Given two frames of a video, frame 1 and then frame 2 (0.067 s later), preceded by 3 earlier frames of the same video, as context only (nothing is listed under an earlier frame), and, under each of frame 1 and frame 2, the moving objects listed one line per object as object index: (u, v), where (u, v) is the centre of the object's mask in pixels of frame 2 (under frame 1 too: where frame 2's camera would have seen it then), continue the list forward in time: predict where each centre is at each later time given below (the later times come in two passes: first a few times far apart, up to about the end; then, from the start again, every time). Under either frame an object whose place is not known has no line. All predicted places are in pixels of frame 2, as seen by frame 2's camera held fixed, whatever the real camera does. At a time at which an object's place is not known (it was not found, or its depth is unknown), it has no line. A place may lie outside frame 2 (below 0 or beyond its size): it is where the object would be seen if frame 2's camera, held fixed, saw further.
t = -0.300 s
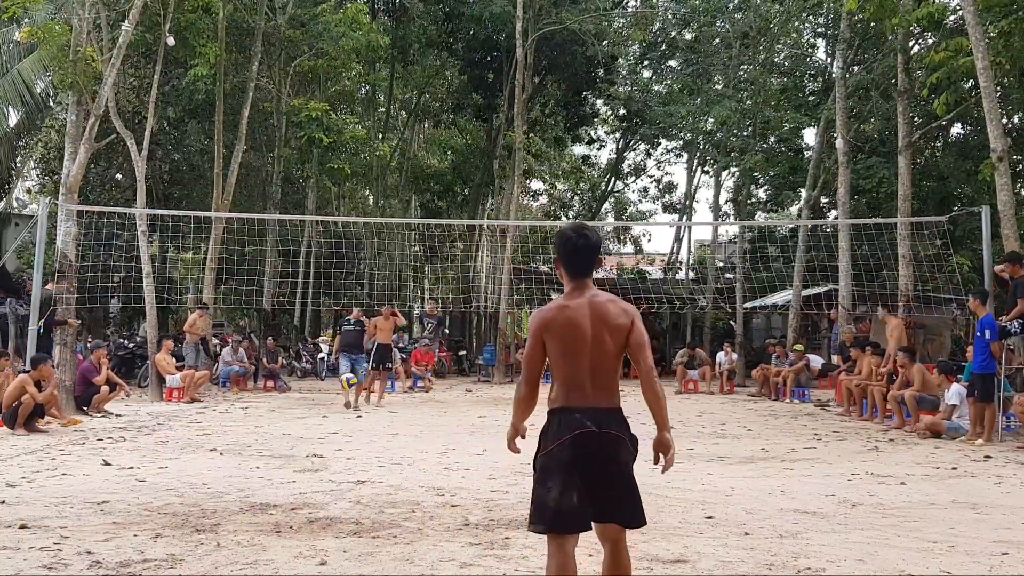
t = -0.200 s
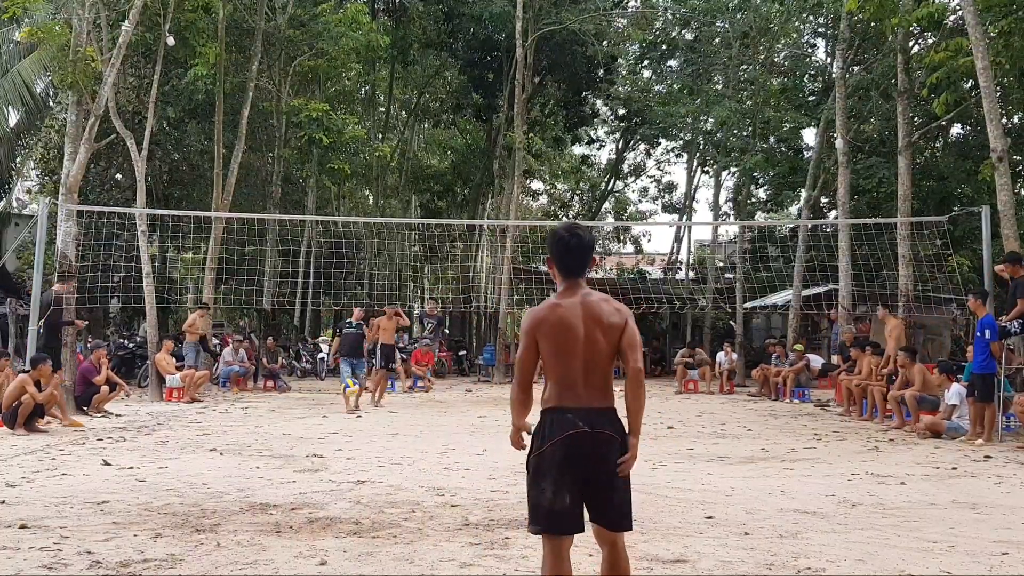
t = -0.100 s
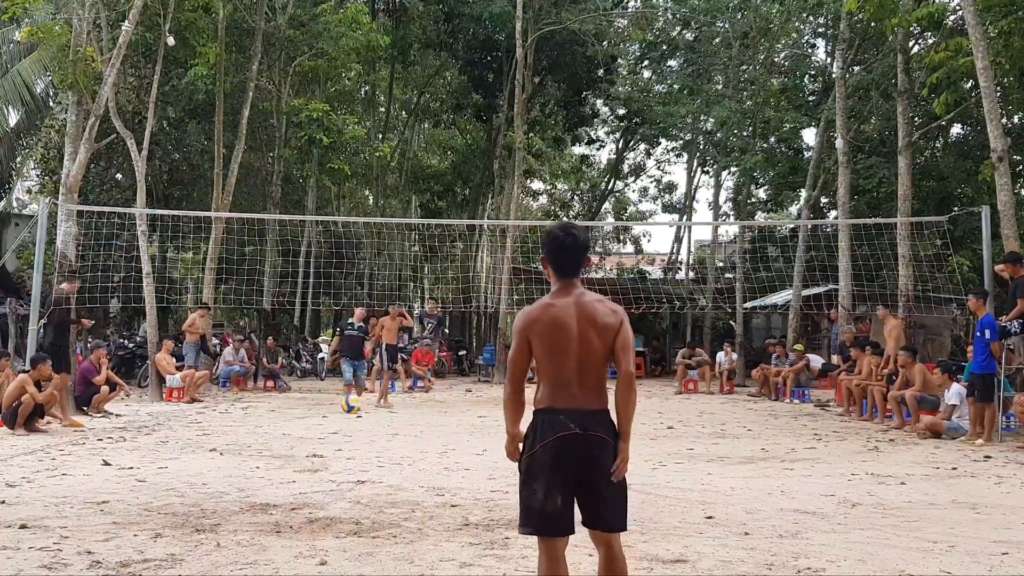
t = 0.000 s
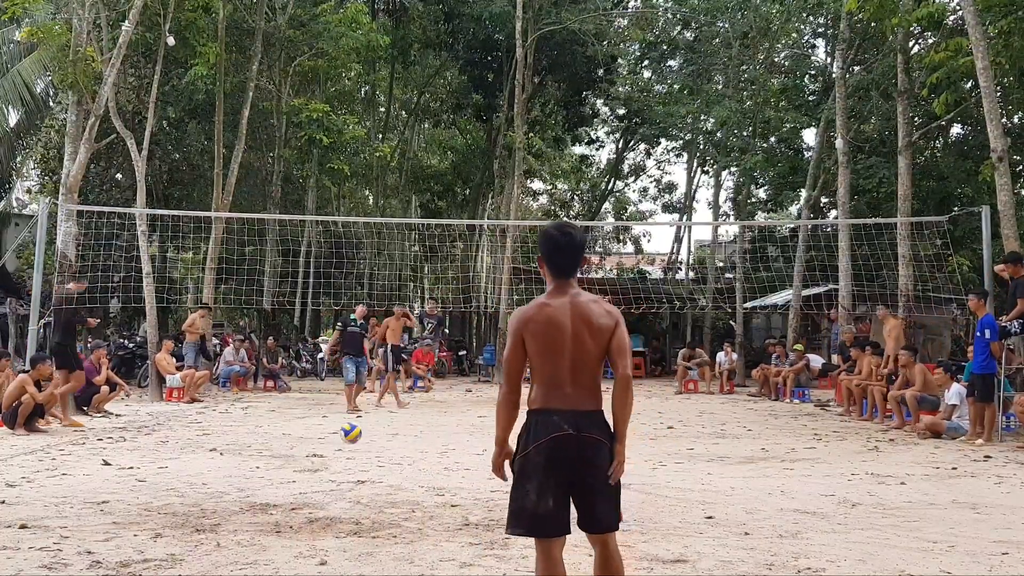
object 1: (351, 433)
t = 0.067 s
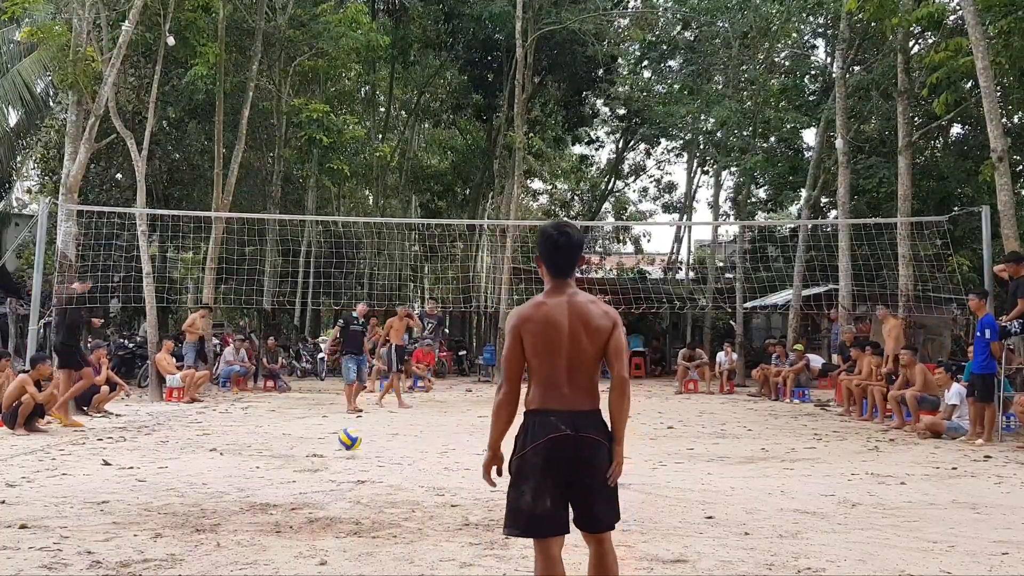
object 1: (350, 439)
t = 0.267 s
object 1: (343, 427)
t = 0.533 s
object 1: (329, 501)
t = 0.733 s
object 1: (325, 455)
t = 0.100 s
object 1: (349, 434)
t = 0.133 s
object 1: (348, 429)
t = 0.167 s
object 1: (347, 427)
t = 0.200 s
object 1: (346, 425)
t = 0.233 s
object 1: (344, 426)
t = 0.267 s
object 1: (343, 427)
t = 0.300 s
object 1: (341, 430)
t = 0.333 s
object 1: (340, 434)
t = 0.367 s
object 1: (338, 440)
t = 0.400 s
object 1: (337, 449)
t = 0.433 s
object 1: (335, 460)
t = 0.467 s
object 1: (333, 473)
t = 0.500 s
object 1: (331, 489)
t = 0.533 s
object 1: (329, 501)
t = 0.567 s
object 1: (328, 489)
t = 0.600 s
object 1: (328, 480)
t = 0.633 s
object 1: (327, 471)
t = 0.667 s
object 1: (327, 463)
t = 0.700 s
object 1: (326, 458)
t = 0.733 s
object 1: (325, 455)
